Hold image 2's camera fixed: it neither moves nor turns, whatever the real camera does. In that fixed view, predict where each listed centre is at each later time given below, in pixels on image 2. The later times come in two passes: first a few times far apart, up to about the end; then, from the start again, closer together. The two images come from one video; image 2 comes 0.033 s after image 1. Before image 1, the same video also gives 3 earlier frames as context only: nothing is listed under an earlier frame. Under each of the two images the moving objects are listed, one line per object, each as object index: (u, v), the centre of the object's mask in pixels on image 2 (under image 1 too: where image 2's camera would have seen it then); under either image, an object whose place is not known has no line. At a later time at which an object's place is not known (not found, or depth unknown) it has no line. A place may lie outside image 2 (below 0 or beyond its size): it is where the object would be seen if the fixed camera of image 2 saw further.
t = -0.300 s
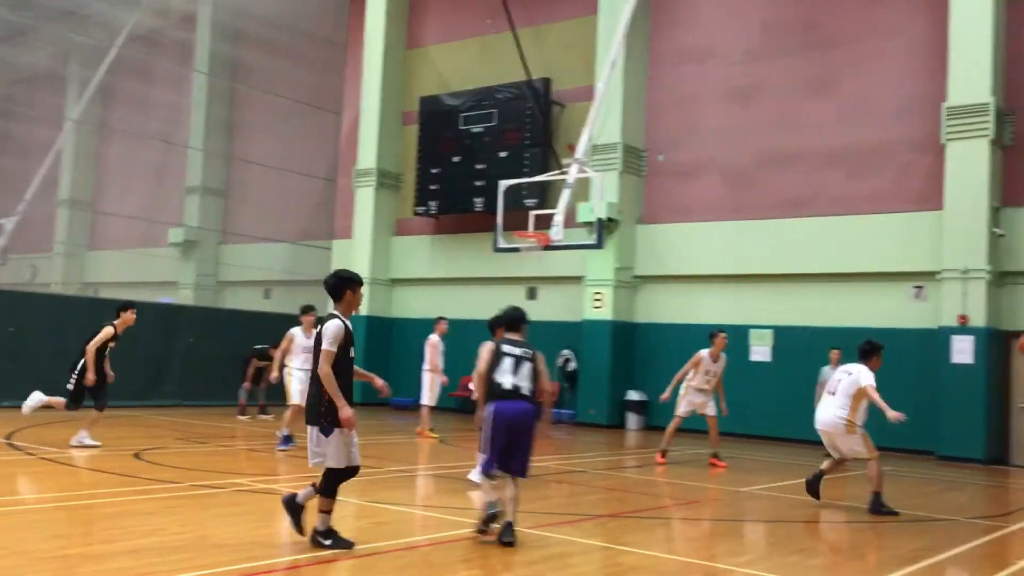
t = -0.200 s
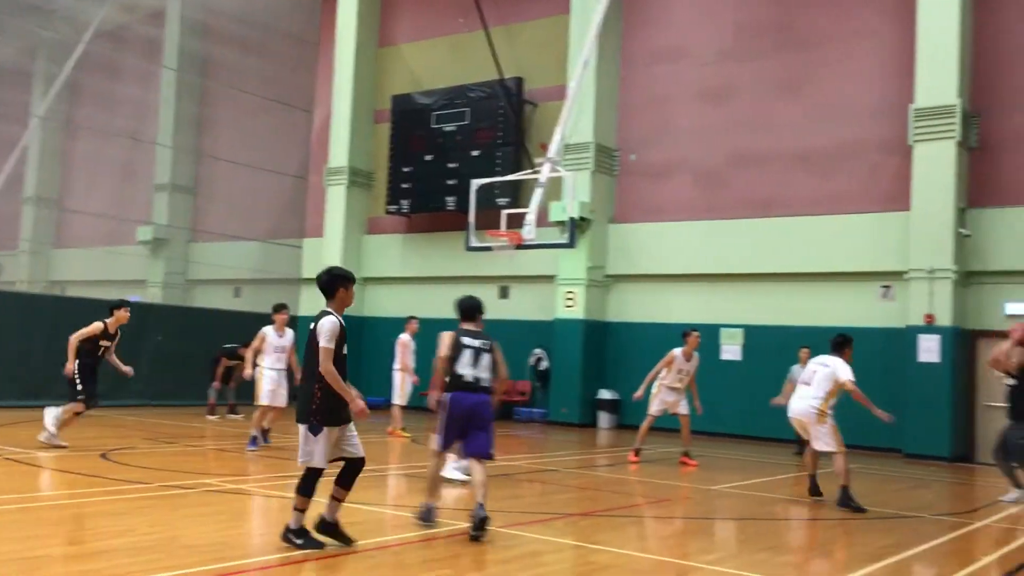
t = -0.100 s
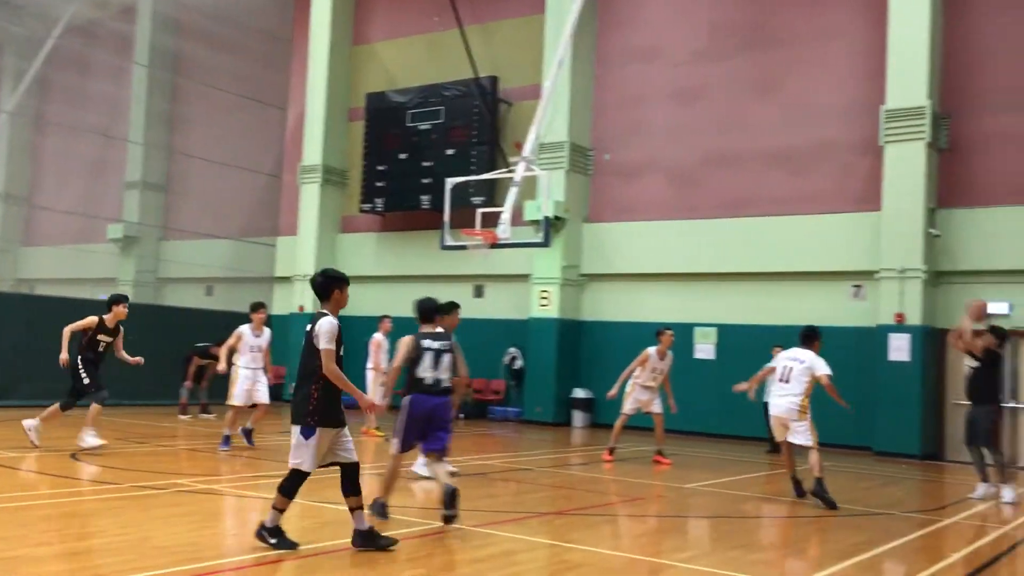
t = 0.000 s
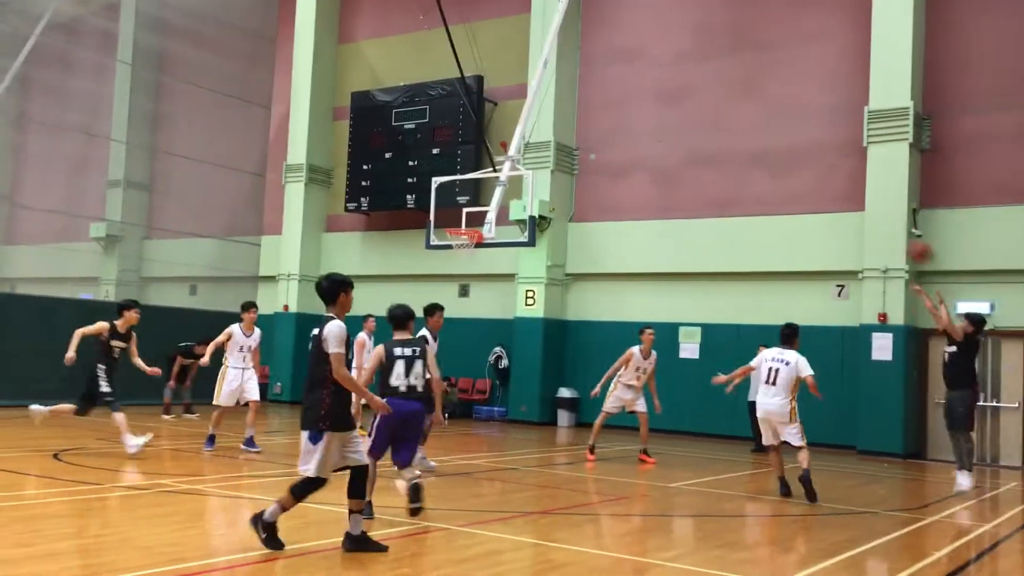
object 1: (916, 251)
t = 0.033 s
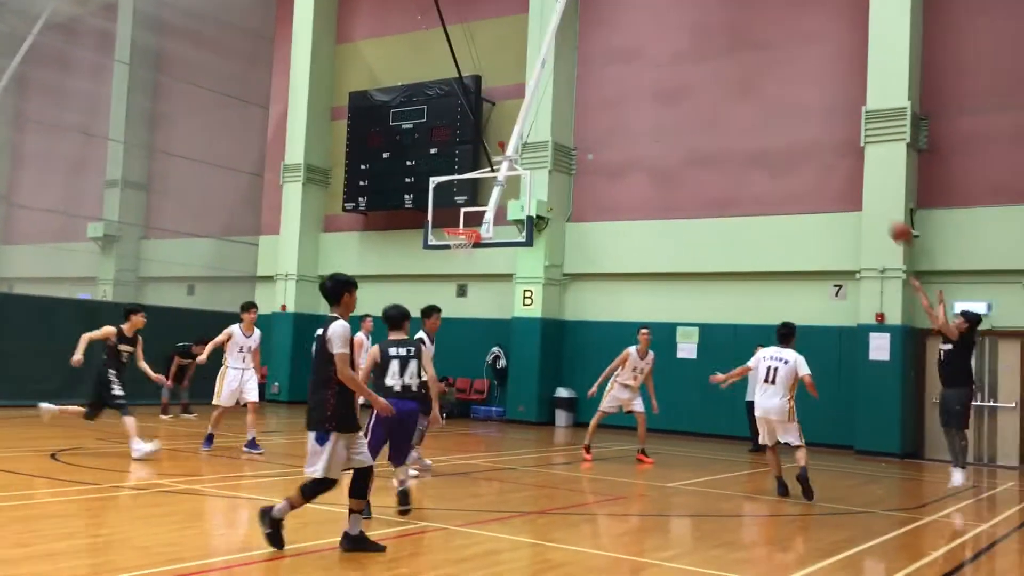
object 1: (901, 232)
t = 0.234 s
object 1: (814, 142)
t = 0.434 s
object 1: (735, 88)
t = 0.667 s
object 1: (653, 68)
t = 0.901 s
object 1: (577, 87)
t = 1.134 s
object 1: (504, 143)
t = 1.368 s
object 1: (439, 223)
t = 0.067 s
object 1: (885, 214)
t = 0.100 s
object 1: (872, 197)
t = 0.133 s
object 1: (855, 181)
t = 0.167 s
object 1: (841, 166)
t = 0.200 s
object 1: (827, 154)
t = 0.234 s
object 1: (814, 142)
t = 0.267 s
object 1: (800, 131)
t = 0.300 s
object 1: (789, 119)
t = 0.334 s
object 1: (773, 109)
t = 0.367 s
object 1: (760, 101)
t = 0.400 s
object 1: (748, 95)
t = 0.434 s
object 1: (735, 88)
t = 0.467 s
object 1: (723, 82)
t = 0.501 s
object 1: (711, 79)
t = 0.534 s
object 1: (699, 74)
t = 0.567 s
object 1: (688, 72)
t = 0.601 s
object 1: (676, 69)
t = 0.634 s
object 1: (664, 68)
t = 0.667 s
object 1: (653, 68)
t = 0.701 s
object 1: (642, 68)
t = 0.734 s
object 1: (631, 70)
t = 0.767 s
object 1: (620, 72)
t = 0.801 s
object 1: (608, 75)
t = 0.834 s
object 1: (598, 78)
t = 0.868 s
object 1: (588, 82)
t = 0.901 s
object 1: (577, 87)
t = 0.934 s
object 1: (566, 93)
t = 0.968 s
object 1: (556, 99)
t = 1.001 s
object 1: (546, 107)
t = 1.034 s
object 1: (536, 114)
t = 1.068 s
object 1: (526, 123)
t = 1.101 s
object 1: (516, 131)
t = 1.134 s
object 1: (504, 143)
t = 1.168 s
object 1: (496, 150)
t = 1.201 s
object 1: (486, 162)
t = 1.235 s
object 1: (476, 174)
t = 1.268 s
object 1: (466, 187)
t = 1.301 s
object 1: (457, 198)
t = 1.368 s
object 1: (439, 223)
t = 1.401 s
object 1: (430, 224)
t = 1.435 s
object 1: (421, 226)
